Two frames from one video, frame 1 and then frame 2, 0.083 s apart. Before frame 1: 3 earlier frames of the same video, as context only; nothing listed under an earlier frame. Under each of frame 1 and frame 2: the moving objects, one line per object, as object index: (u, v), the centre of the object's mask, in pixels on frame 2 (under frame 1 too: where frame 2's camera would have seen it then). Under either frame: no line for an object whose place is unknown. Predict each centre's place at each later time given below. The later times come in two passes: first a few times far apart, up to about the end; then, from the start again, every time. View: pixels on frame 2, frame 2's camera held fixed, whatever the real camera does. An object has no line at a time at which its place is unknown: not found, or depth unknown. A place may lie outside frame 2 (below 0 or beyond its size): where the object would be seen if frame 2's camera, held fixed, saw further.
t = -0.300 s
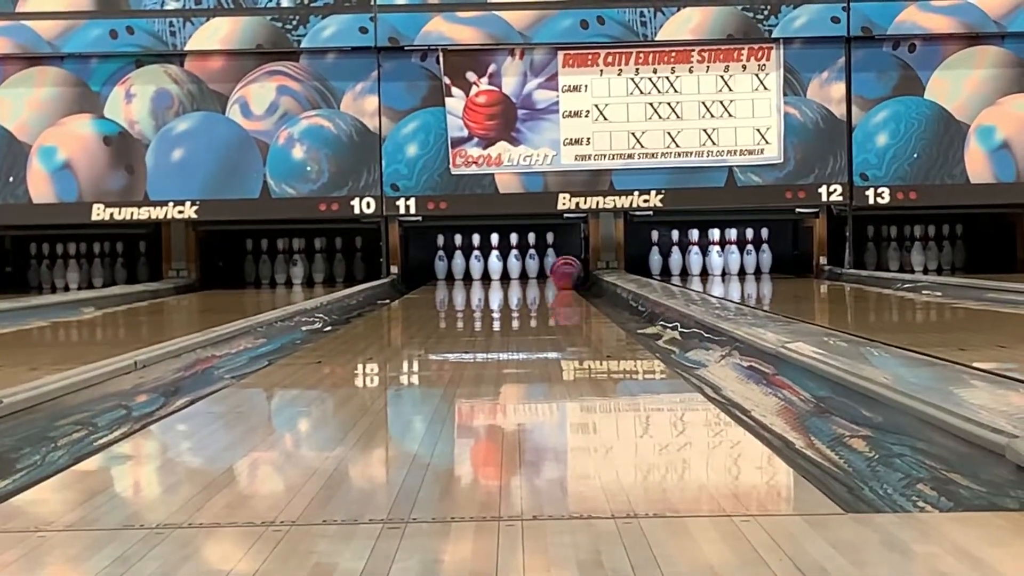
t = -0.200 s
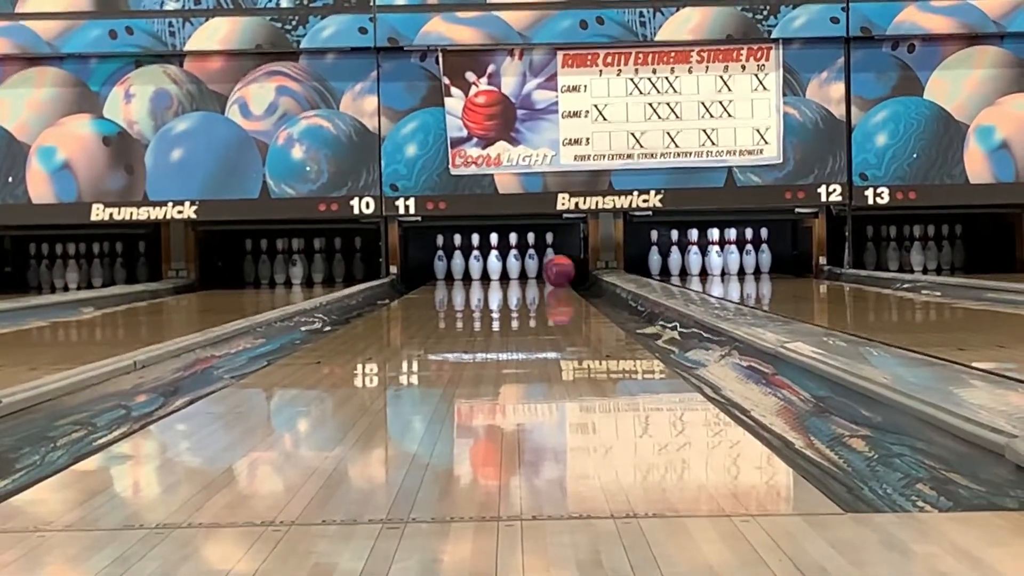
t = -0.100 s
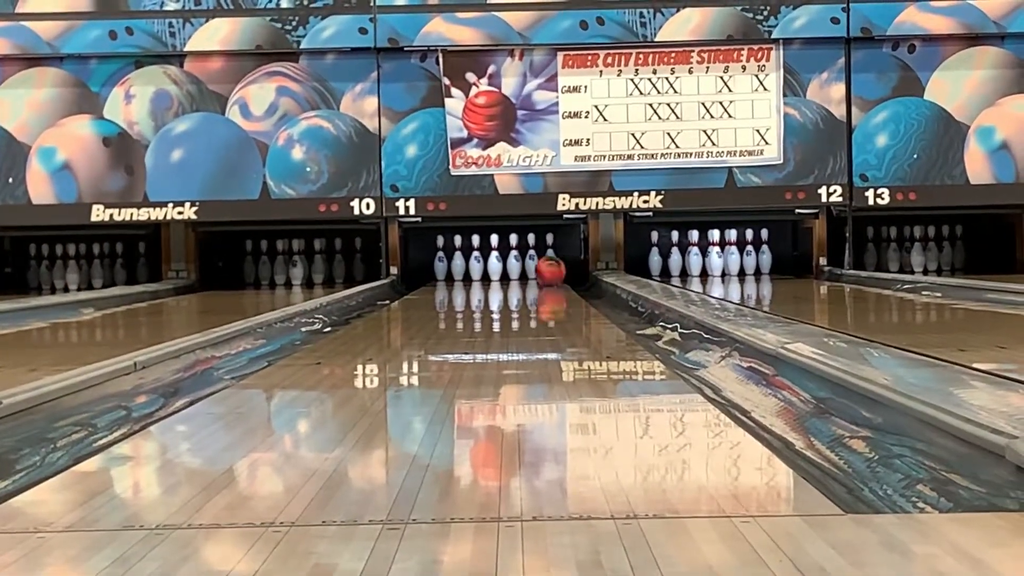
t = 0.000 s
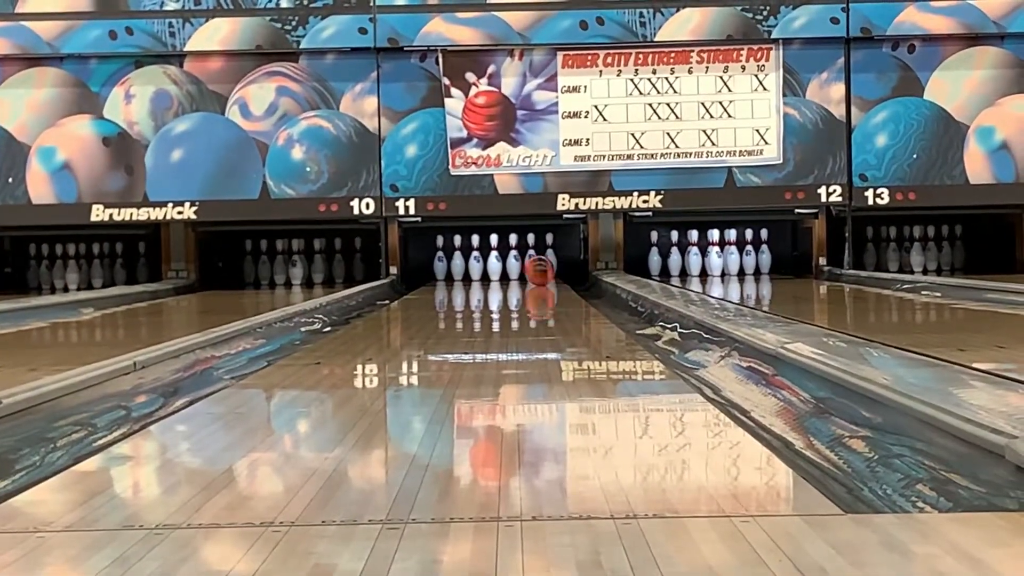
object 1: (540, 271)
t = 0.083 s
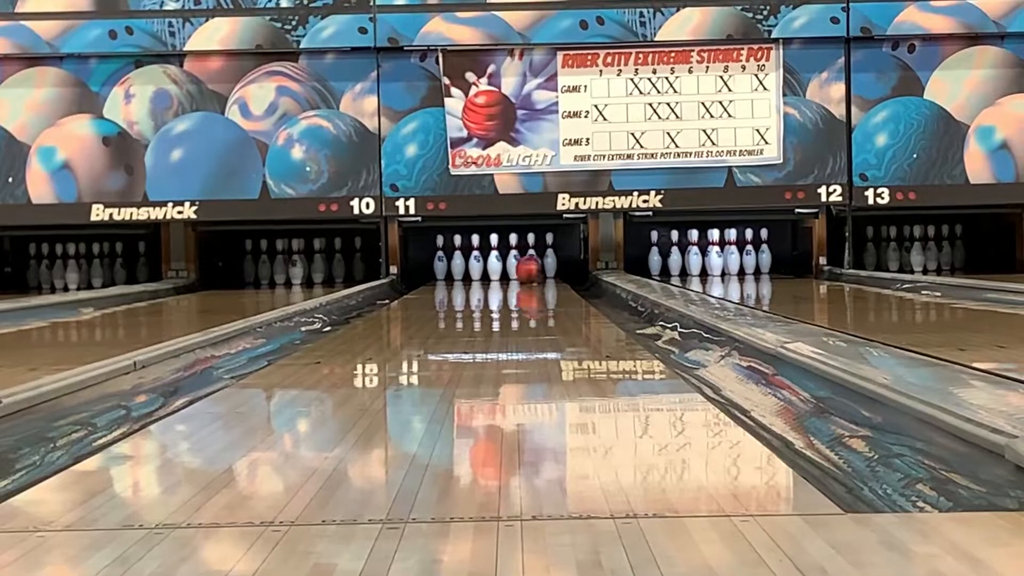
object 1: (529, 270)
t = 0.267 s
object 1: (512, 269)
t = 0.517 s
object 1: (499, 266)
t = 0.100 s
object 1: (528, 270)
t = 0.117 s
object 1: (527, 269)
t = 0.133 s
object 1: (525, 269)
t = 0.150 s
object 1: (524, 269)
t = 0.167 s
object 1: (521, 269)
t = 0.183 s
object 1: (519, 269)
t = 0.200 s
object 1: (518, 269)
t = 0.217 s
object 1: (516, 269)
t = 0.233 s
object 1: (515, 269)
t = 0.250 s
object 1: (514, 269)
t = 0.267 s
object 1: (512, 269)
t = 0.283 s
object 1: (511, 268)
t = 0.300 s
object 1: (509, 268)
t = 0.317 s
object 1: (507, 268)
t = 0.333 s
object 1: (506, 267)
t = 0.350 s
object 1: (504, 267)
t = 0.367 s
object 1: (503, 267)
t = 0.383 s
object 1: (503, 267)
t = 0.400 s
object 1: (503, 267)
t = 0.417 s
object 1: (502, 267)
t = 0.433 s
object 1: (502, 267)
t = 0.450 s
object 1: (501, 267)
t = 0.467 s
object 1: (500, 267)
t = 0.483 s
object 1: (500, 266)
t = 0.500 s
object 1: (500, 266)
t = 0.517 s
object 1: (499, 266)
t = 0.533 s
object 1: (499, 267)
